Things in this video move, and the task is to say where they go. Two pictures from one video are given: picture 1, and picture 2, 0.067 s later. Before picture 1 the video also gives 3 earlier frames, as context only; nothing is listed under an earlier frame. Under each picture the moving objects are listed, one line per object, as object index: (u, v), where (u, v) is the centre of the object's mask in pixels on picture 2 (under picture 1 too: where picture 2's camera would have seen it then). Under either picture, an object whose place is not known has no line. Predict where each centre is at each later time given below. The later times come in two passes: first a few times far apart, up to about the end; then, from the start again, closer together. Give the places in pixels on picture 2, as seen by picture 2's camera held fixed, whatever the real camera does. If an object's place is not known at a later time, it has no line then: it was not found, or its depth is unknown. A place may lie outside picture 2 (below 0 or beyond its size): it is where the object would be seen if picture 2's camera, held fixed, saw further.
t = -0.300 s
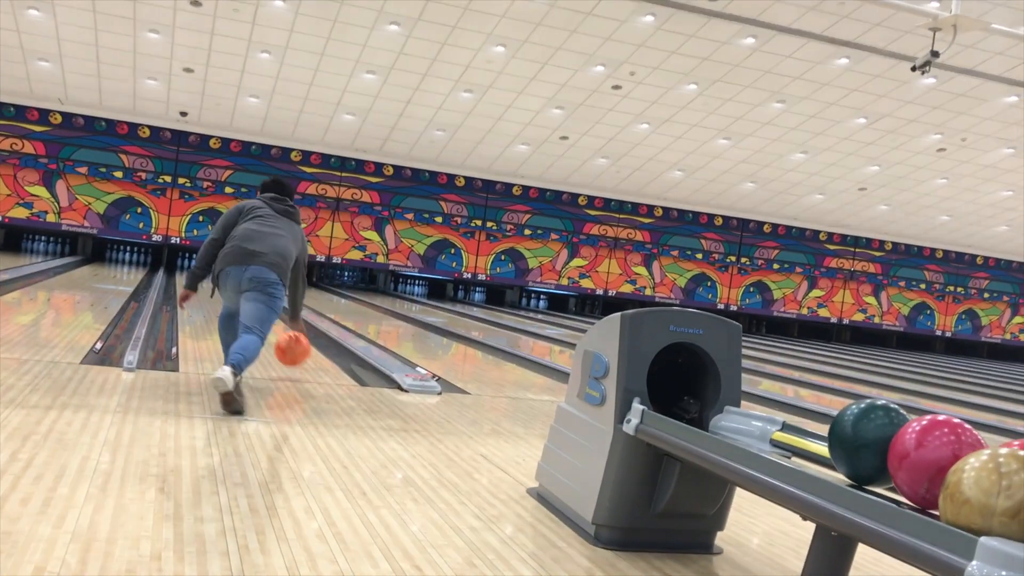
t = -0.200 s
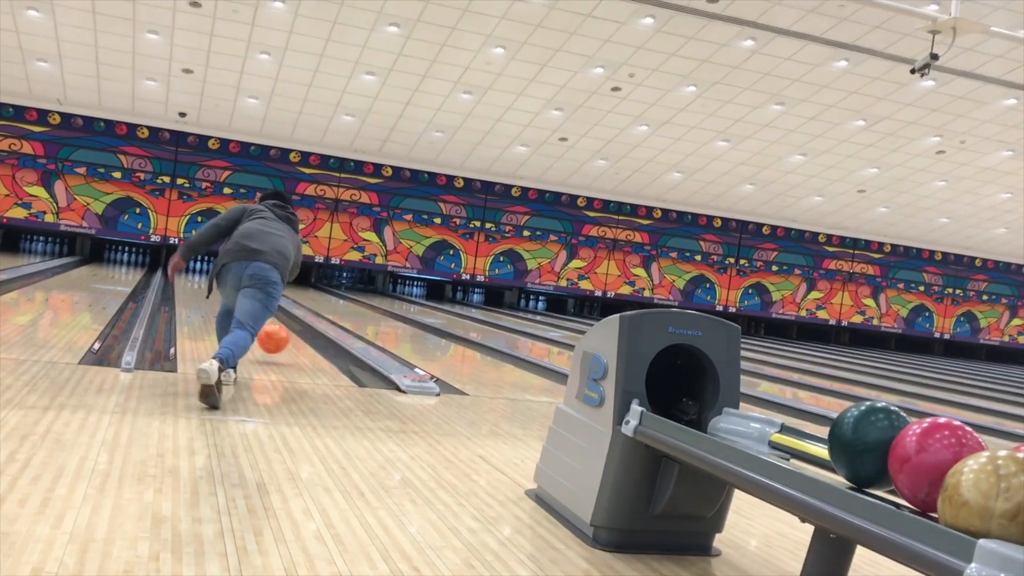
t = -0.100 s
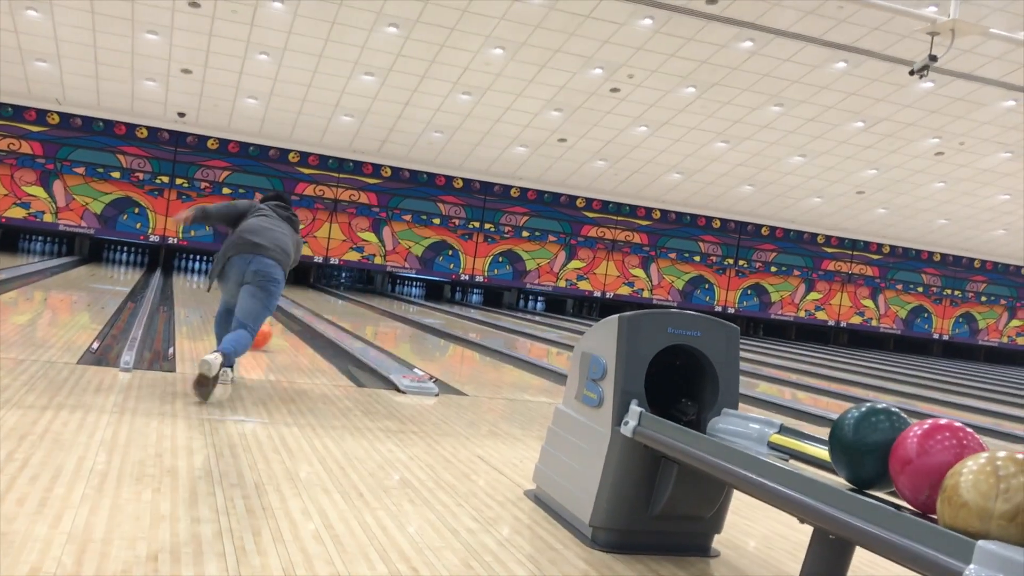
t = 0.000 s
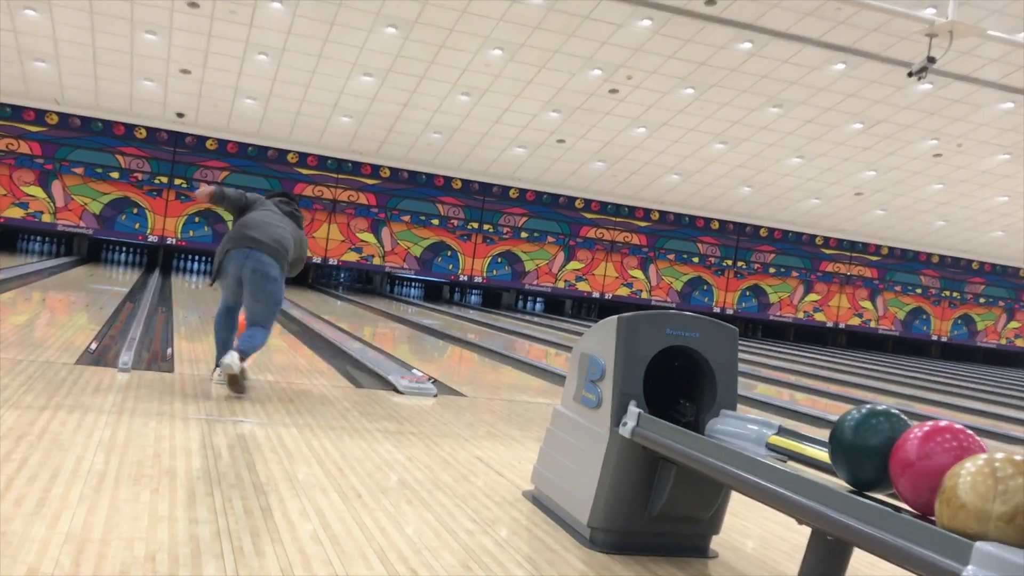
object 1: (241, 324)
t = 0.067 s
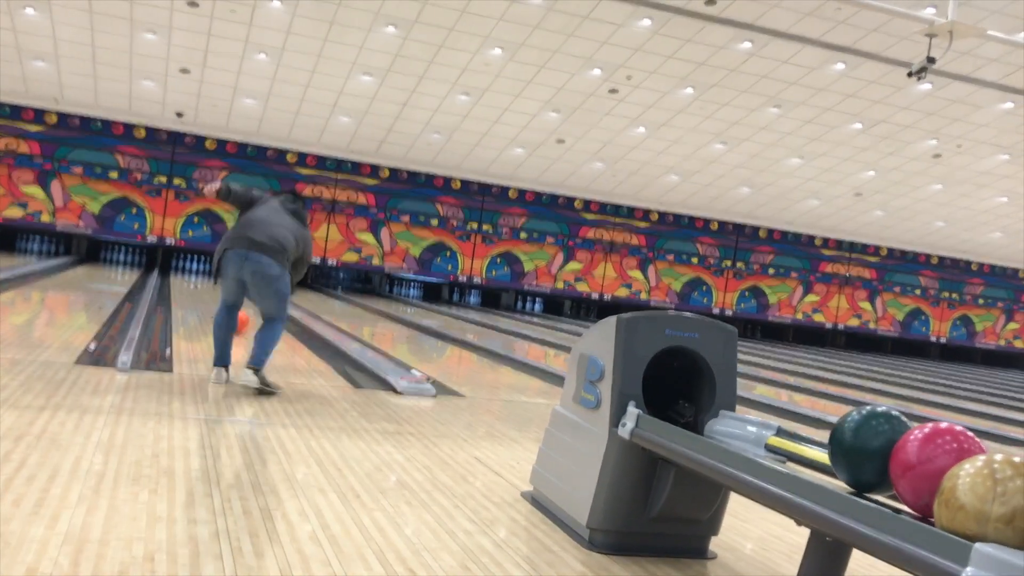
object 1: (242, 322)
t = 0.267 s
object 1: (215, 306)
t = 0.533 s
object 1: (206, 295)
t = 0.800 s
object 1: (195, 287)
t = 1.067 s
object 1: (187, 280)
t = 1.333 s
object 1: (180, 274)
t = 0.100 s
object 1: (241, 320)
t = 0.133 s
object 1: (240, 317)
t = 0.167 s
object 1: (239, 315)
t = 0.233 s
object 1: (215, 307)
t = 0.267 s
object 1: (215, 306)
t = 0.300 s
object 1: (215, 304)
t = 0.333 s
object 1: (215, 304)
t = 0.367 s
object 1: (214, 302)
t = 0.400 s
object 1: (213, 301)
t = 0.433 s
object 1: (211, 299)
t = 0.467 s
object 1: (209, 298)
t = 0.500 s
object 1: (208, 297)
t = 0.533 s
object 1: (206, 295)
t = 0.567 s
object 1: (204, 294)
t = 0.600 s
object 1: (203, 293)
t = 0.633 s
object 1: (201, 292)
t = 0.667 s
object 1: (200, 291)
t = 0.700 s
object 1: (199, 289)
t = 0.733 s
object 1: (197, 288)
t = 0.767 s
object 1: (196, 288)
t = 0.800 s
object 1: (195, 287)
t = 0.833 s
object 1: (193, 285)
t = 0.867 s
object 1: (193, 284)
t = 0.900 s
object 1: (192, 284)
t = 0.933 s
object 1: (191, 283)
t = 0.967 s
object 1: (189, 282)
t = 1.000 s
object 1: (189, 281)
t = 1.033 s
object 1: (188, 281)
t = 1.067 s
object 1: (187, 280)
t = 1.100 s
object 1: (186, 279)
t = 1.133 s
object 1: (185, 278)
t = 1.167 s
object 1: (184, 277)
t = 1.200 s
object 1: (183, 276)
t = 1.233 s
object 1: (182, 276)
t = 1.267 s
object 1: (182, 275)
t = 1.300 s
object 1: (181, 275)
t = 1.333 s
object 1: (180, 274)
